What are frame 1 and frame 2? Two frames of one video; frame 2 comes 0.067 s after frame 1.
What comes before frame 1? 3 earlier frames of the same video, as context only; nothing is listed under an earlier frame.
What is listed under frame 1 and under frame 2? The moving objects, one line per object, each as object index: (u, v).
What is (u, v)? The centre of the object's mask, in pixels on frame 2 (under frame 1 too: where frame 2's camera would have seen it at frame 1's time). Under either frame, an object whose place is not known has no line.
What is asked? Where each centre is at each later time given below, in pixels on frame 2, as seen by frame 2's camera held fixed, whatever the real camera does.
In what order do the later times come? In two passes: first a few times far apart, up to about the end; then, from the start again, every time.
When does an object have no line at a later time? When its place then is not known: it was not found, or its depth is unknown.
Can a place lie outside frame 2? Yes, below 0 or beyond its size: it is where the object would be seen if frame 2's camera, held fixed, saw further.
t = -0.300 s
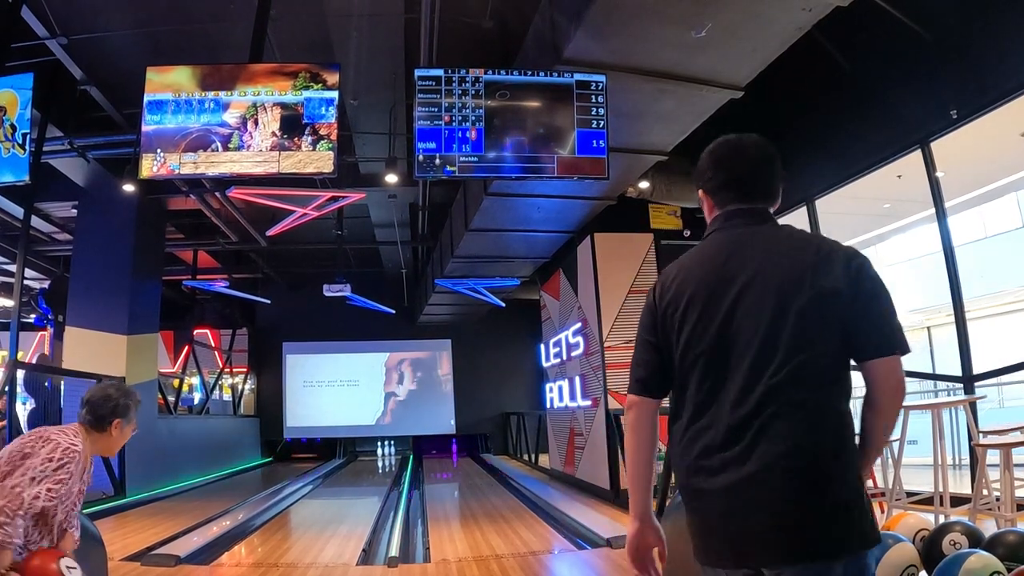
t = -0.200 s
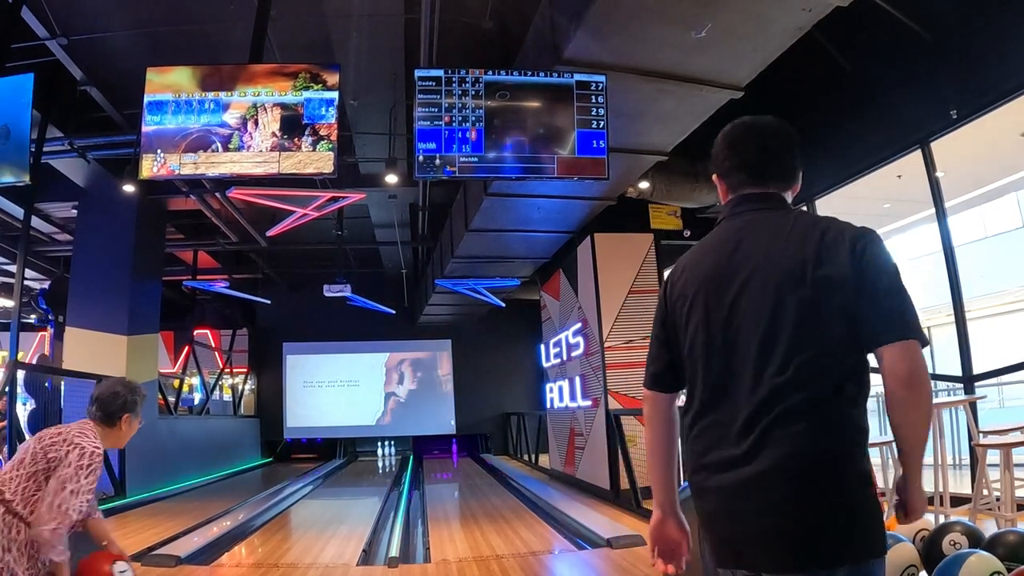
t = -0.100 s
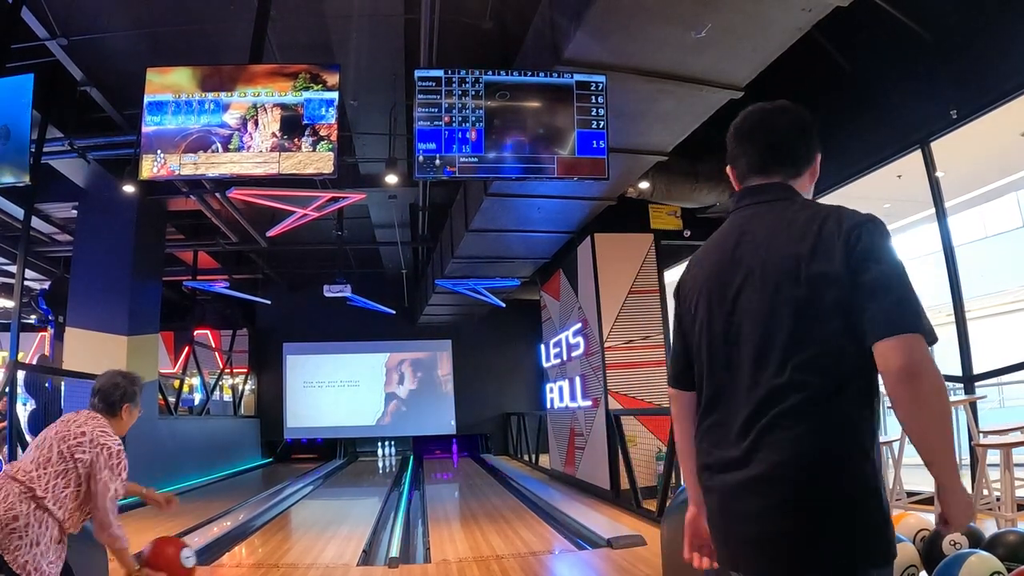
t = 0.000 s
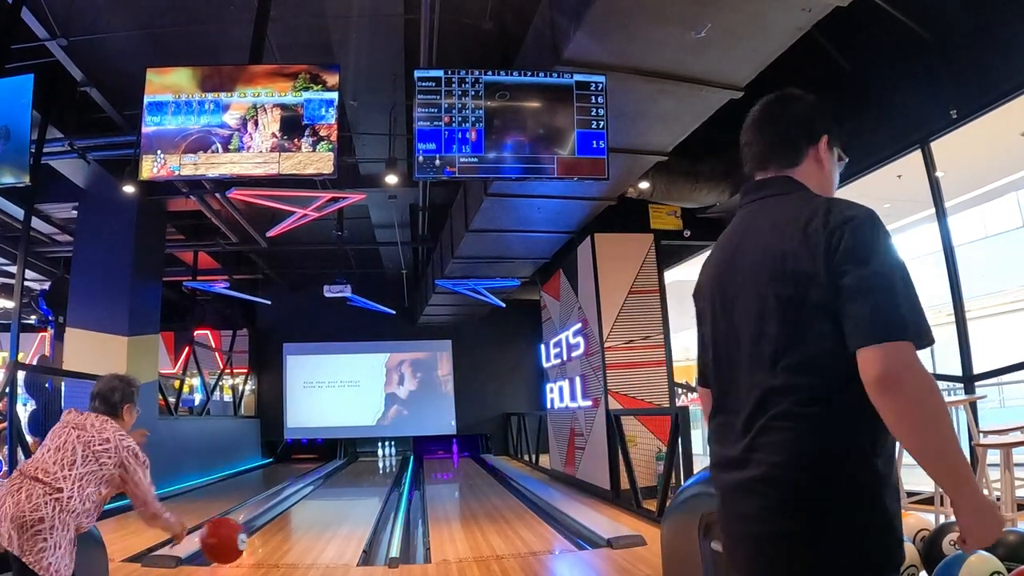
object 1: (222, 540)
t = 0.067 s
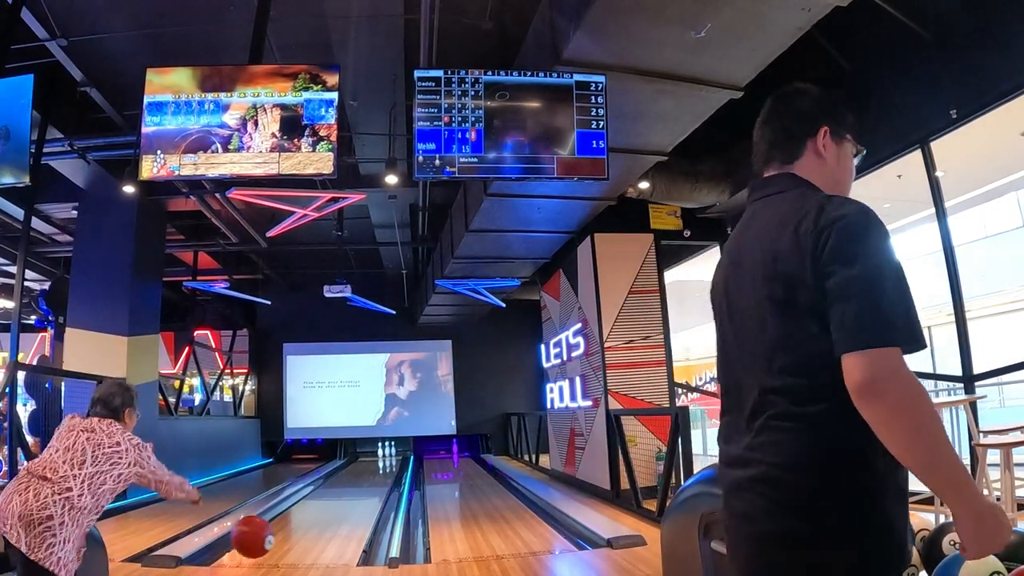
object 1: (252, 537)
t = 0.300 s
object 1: (325, 554)
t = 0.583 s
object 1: (371, 525)
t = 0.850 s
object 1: (383, 510)
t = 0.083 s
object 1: (259, 537)
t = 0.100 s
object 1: (265, 538)
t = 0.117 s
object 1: (272, 539)
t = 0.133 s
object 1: (277, 541)
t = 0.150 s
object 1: (283, 543)
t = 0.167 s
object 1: (288, 546)
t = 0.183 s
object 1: (294, 549)
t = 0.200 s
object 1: (299, 552)
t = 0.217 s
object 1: (304, 555)
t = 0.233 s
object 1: (309, 559)
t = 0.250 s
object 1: (313, 562)
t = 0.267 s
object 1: (317, 562)
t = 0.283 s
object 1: (321, 558)
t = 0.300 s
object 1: (325, 554)
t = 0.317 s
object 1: (328, 550)
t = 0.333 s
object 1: (331, 547)
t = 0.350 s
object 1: (334, 545)
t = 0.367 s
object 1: (338, 542)
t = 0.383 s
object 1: (341, 541)
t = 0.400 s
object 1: (344, 539)
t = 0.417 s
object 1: (347, 538)
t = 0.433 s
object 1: (350, 538)
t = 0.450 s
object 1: (353, 538)
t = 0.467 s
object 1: (355, 537)
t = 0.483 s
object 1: (357, 535)
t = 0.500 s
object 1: (360, 533)
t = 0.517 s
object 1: (362, 531)
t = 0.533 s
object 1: (364, 530)
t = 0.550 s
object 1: (366, 529)
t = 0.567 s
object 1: (369, 527)
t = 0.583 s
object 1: (371, 525)
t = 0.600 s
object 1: (373, 524)
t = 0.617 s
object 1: (375, 523)
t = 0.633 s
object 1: (378, 522)
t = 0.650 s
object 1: (379, 522)
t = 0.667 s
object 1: (381, 522)
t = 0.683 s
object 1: (383, 522)
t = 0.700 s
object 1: (384, 522)
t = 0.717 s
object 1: (383, 520)
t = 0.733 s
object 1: (383, 518)
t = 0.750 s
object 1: (383, 516)
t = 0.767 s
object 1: (382, 514)
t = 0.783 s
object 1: (383, 513)
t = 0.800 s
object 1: (383, 512)
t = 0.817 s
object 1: (383, 511)
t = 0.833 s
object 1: (383, 511)
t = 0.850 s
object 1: (383, 510)
